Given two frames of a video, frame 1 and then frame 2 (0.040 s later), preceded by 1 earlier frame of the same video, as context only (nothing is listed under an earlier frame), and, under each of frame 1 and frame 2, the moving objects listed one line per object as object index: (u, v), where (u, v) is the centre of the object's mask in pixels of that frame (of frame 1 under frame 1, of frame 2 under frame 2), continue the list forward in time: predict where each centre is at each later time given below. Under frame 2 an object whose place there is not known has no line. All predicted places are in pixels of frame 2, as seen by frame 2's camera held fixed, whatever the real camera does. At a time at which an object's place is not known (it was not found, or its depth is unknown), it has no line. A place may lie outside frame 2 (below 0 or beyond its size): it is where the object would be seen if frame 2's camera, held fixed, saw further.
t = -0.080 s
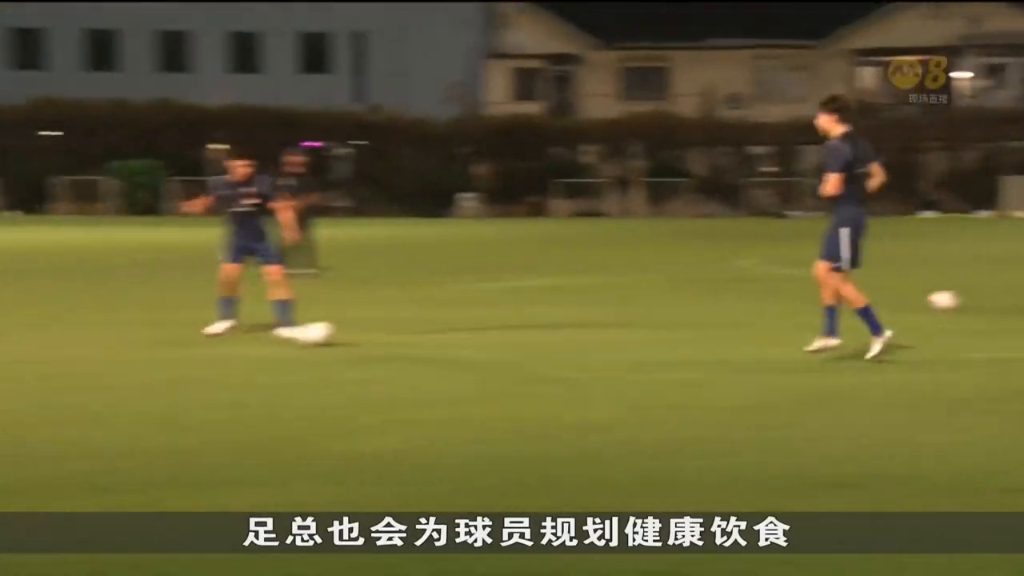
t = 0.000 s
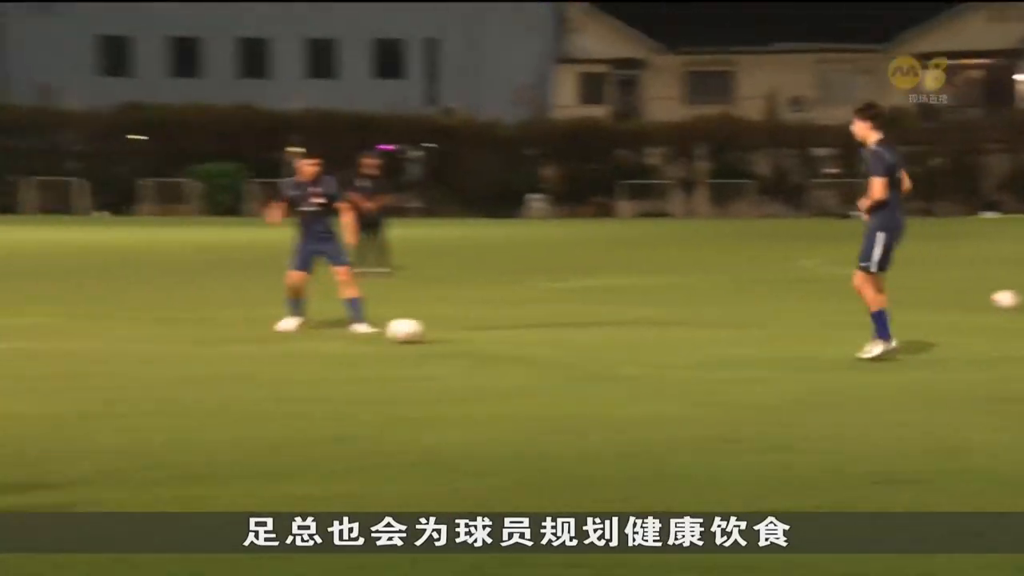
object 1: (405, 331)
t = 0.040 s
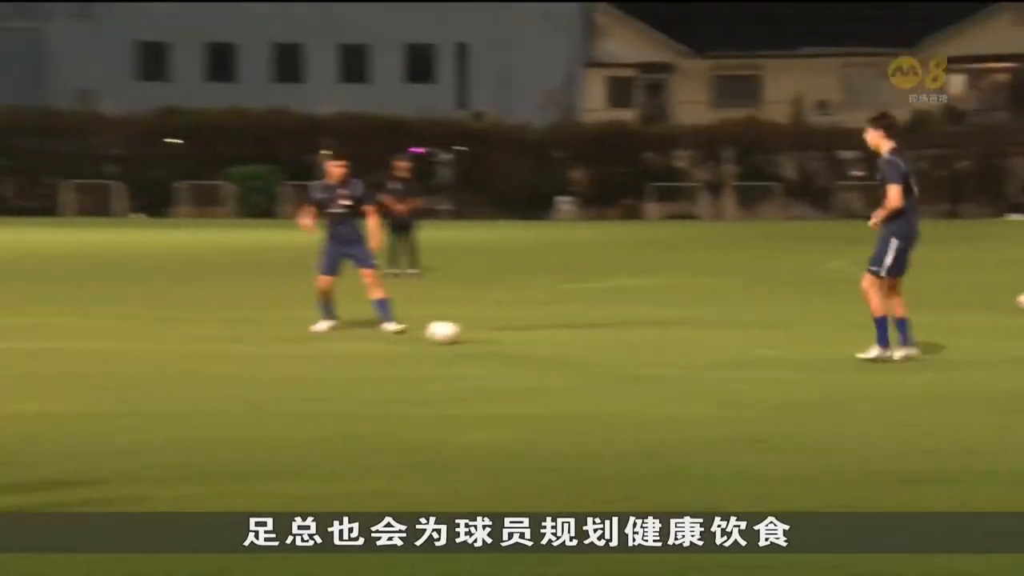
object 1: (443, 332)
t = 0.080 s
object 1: (450, 333)
